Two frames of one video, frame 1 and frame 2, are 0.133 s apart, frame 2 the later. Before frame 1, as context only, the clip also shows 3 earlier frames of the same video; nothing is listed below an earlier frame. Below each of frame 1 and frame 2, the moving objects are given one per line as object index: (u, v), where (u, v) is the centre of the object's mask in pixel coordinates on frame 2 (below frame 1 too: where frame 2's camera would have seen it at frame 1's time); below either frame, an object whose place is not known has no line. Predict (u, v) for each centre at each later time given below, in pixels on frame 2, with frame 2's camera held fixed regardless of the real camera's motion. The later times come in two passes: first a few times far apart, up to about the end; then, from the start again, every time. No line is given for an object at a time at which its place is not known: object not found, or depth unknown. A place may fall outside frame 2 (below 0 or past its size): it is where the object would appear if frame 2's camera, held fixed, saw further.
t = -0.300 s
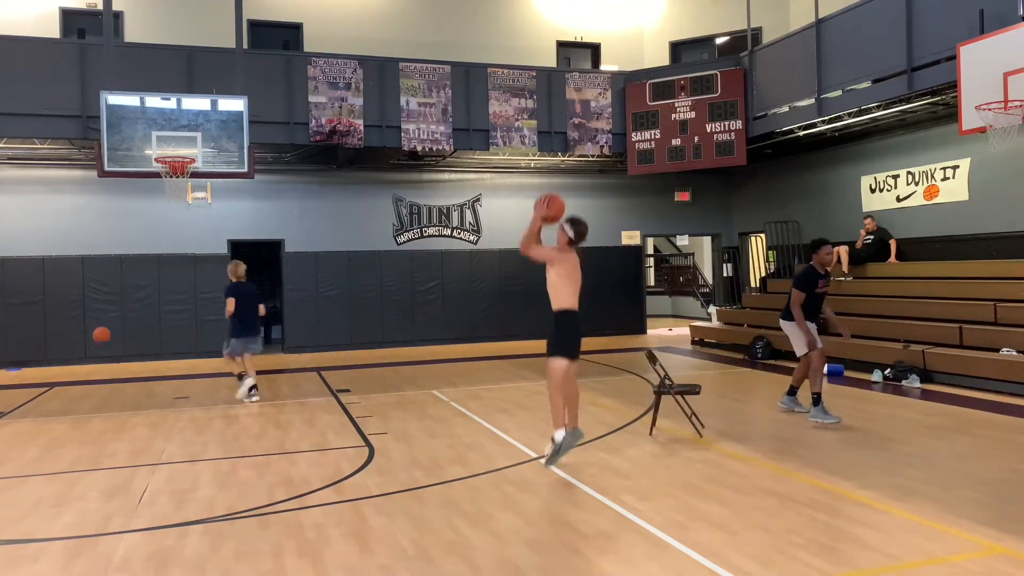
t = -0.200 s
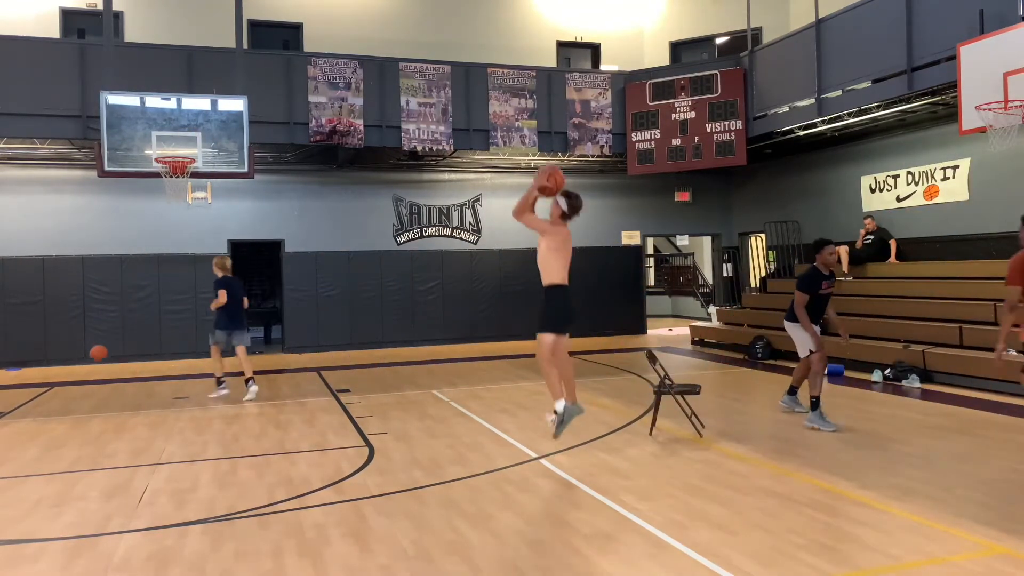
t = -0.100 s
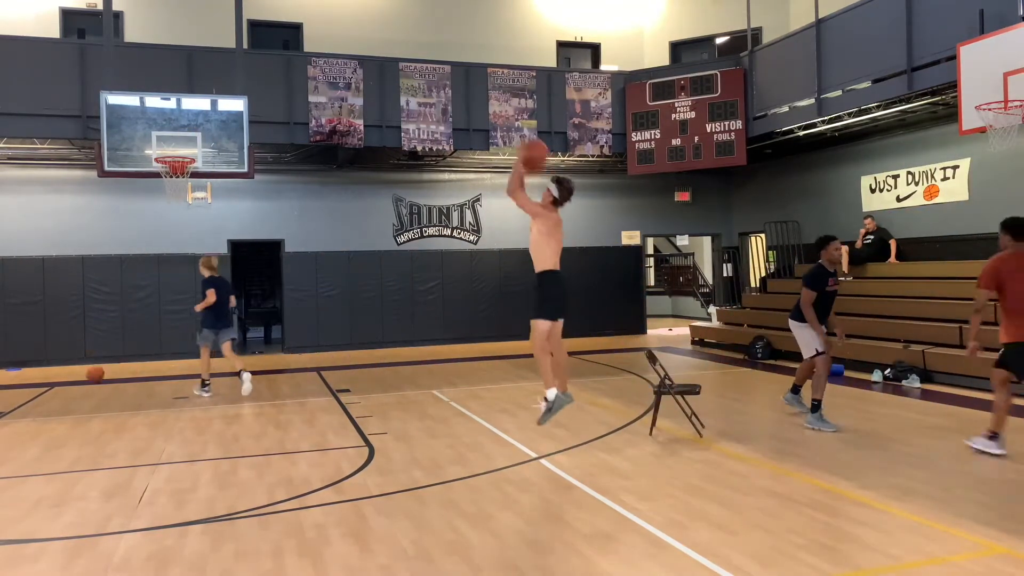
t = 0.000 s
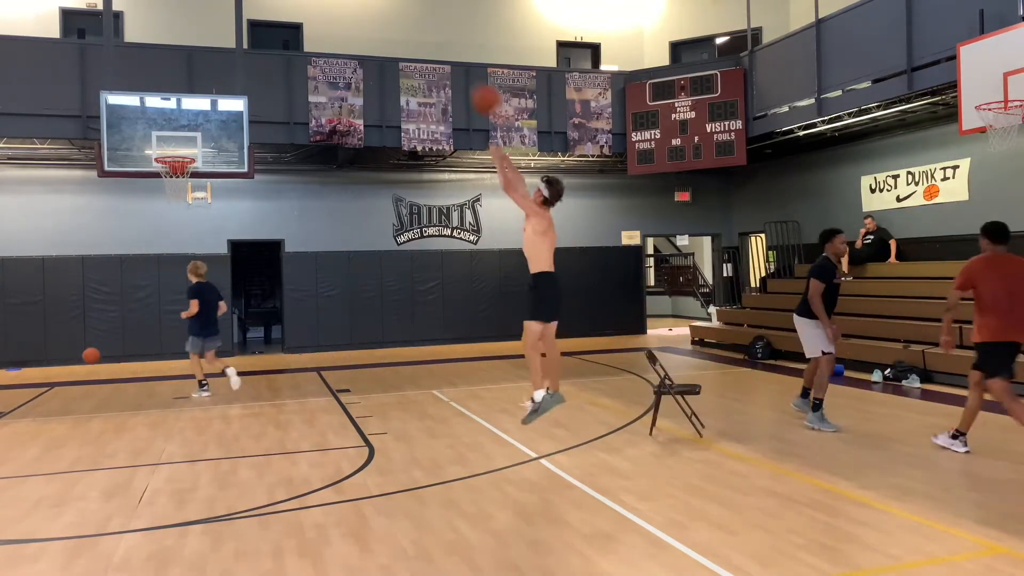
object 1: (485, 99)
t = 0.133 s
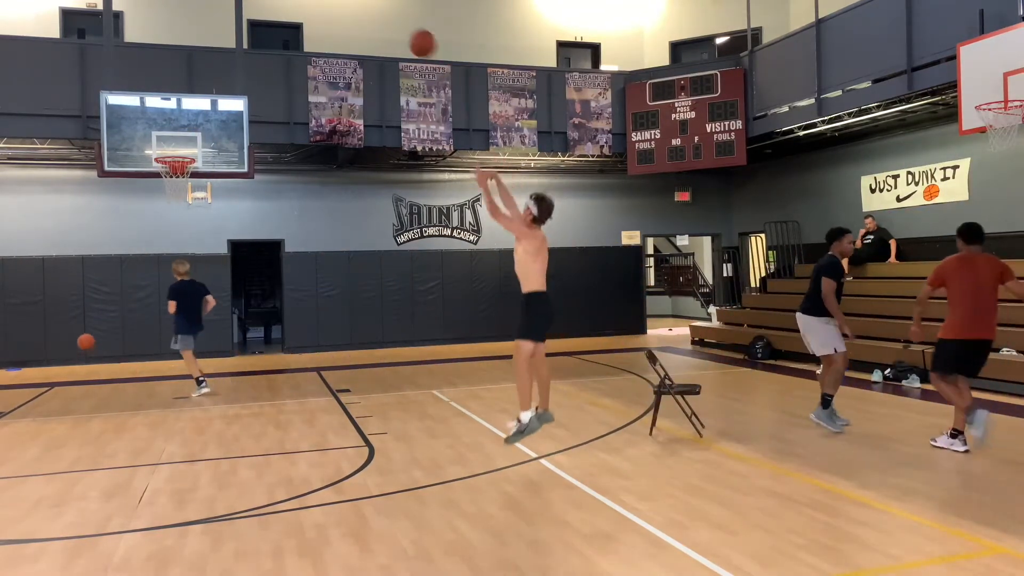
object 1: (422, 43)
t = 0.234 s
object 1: (382, 19)
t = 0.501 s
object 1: (291, 12)
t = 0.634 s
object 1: (255, 33)
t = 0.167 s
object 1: (408, 34)
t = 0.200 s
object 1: (395, 26)
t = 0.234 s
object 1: (382, 19)
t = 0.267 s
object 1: (369, 14)
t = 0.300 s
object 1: (356, 11)
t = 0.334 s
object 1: (344, 9)
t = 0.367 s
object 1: (333, 9)
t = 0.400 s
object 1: (322, 9)
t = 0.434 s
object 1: (311, 9)
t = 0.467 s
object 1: (302, 10)
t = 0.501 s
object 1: (291, 12)
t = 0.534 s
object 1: (282, 16)
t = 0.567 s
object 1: (272, 21)
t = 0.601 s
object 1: (263, 28)
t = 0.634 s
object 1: (255, 33)
